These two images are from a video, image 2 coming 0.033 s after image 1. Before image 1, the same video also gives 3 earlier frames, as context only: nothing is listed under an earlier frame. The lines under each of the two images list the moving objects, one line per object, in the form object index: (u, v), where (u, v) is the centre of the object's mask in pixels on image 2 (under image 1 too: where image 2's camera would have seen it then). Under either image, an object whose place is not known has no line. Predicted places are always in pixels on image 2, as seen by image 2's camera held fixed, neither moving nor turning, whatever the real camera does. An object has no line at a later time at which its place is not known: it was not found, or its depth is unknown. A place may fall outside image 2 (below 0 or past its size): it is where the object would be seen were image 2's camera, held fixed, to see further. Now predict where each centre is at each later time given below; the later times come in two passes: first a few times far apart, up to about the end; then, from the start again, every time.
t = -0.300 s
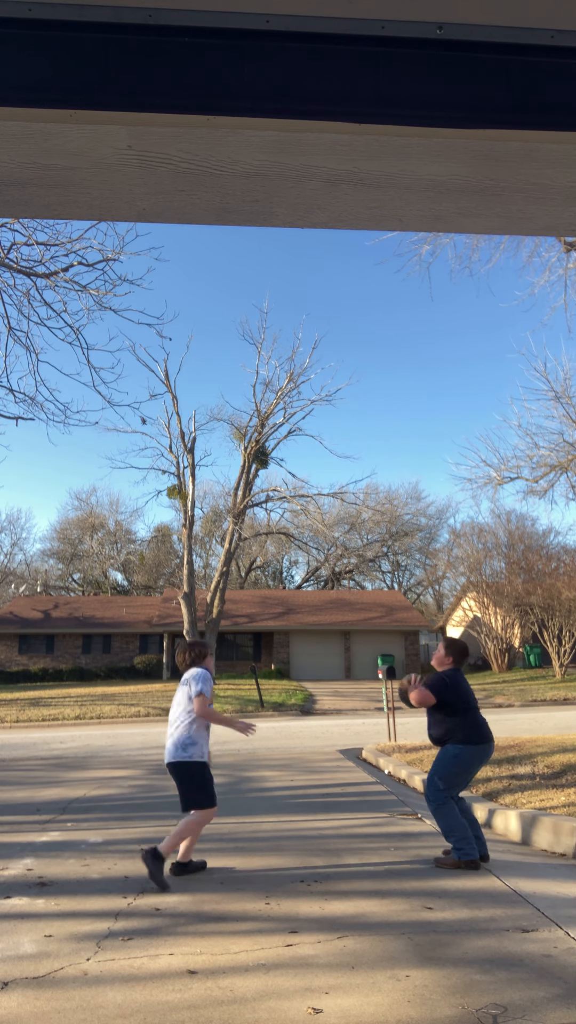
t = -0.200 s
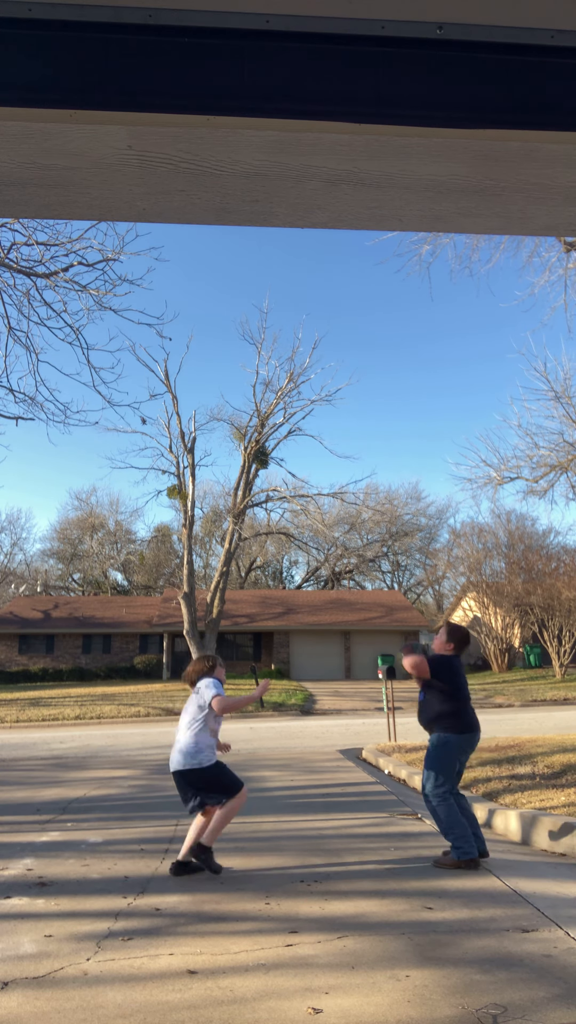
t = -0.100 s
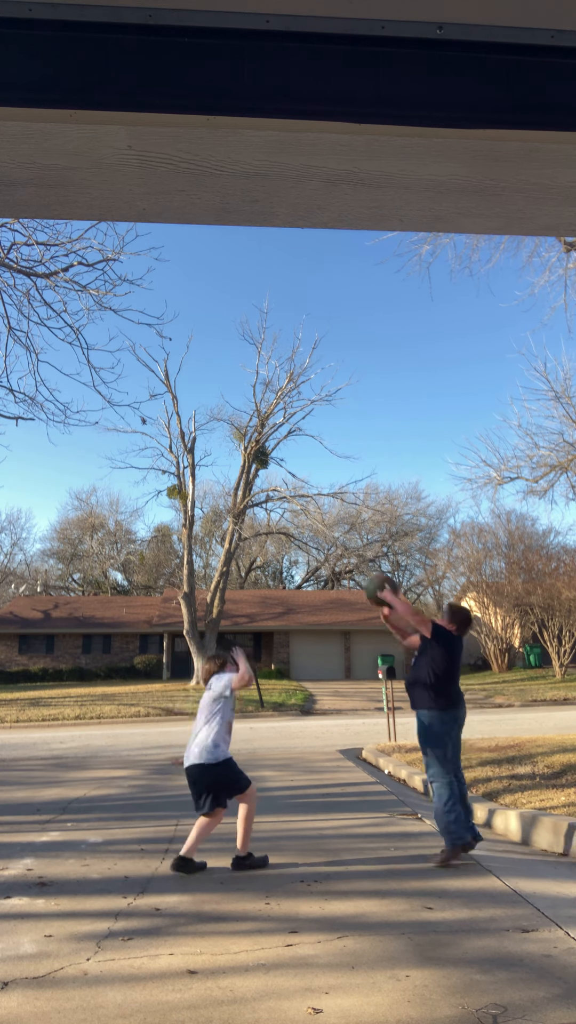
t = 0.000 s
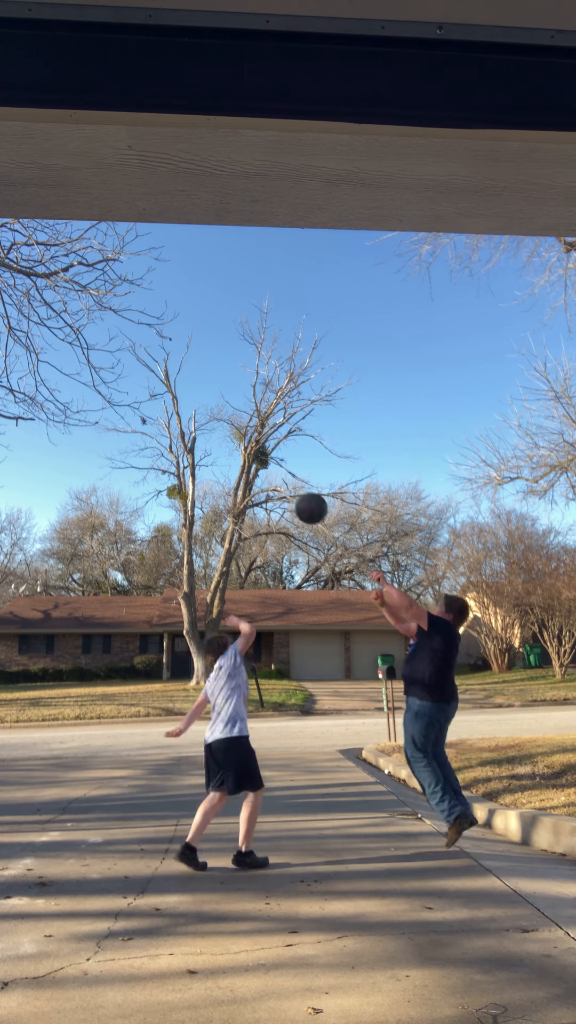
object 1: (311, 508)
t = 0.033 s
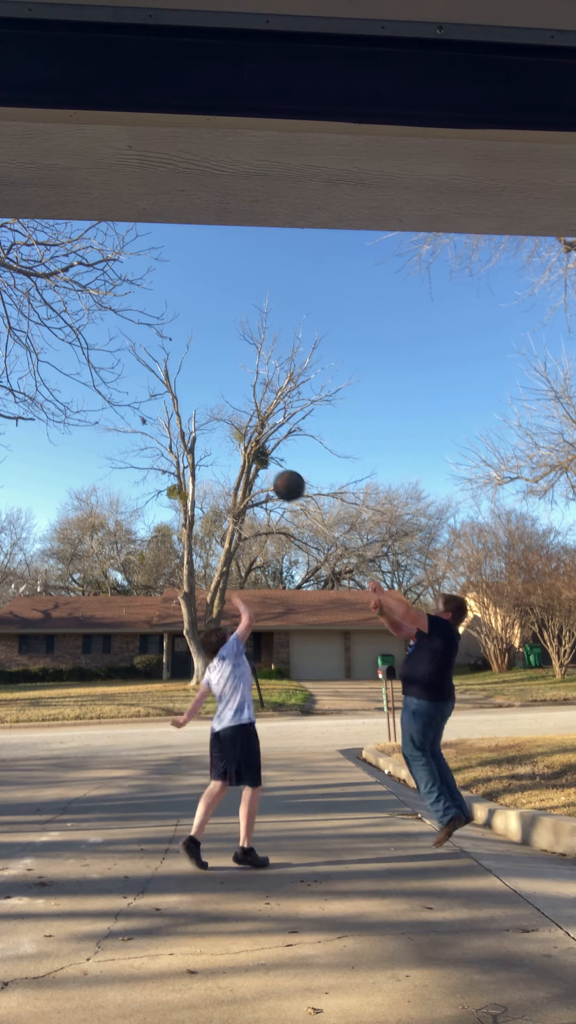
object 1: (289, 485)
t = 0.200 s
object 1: (185, 400)
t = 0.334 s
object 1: (109, 360)
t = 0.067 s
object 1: (267, 465)
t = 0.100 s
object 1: (246, 446)
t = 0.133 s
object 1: (225, 429)
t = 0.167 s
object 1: (205, 414)
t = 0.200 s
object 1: (185, 400)
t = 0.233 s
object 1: (166, 388)
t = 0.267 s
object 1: (147, 377)
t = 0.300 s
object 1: (128, 368)
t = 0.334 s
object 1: (109, 360)
